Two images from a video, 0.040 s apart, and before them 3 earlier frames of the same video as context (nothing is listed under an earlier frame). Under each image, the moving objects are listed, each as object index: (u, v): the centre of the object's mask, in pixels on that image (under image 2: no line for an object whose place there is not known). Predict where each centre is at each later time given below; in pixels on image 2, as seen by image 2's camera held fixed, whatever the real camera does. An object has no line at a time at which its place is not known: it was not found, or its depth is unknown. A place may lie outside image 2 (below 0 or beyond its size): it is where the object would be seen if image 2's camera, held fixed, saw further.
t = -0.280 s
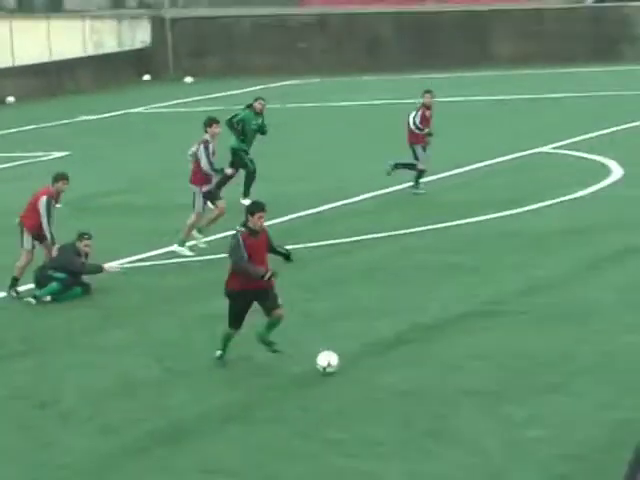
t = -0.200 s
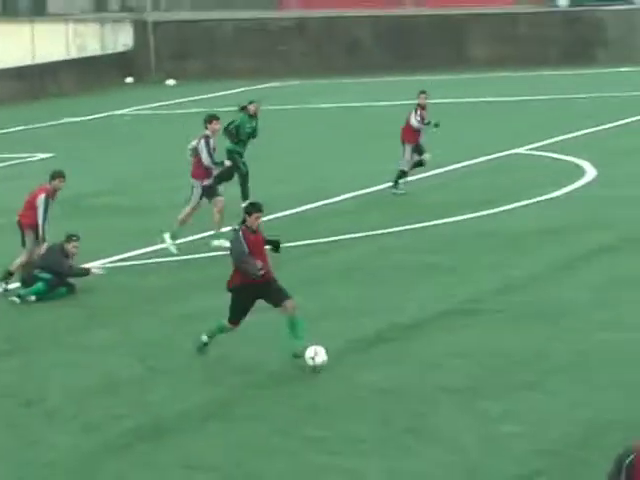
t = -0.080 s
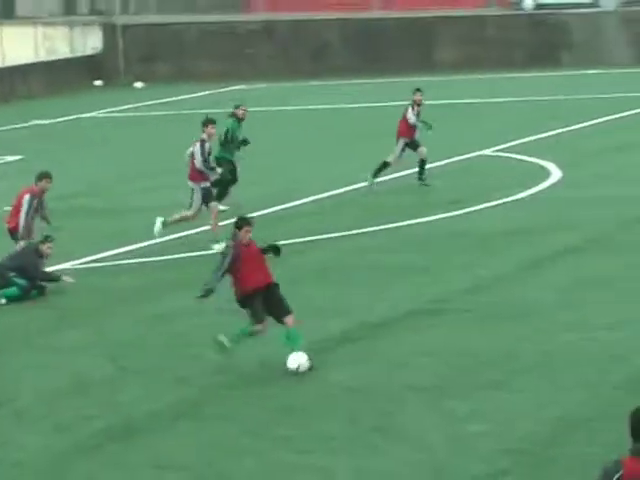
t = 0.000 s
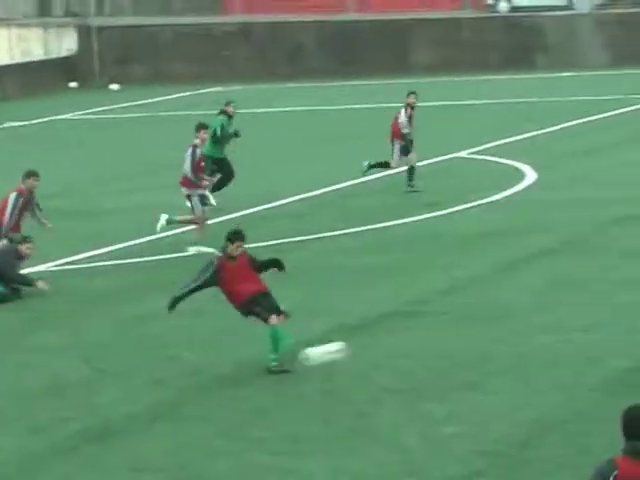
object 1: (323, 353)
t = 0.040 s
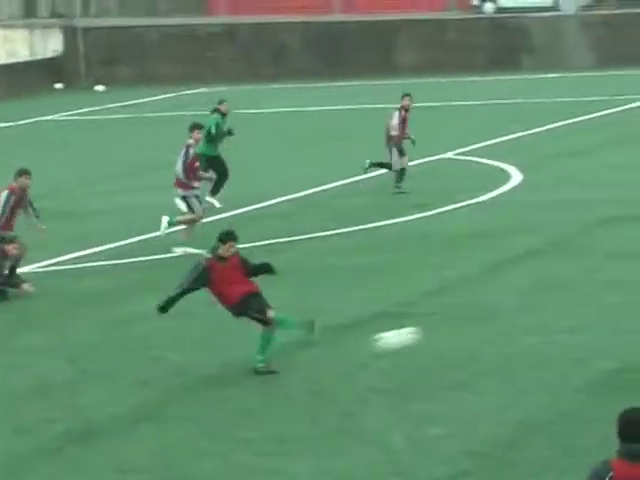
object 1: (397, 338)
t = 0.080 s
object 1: (484, 324)
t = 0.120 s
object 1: (573, 312)
